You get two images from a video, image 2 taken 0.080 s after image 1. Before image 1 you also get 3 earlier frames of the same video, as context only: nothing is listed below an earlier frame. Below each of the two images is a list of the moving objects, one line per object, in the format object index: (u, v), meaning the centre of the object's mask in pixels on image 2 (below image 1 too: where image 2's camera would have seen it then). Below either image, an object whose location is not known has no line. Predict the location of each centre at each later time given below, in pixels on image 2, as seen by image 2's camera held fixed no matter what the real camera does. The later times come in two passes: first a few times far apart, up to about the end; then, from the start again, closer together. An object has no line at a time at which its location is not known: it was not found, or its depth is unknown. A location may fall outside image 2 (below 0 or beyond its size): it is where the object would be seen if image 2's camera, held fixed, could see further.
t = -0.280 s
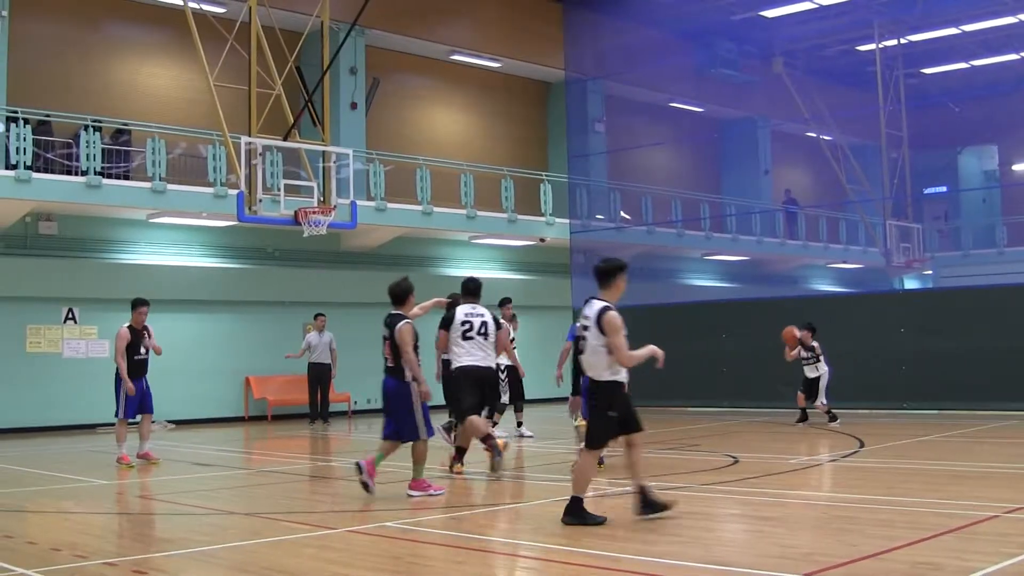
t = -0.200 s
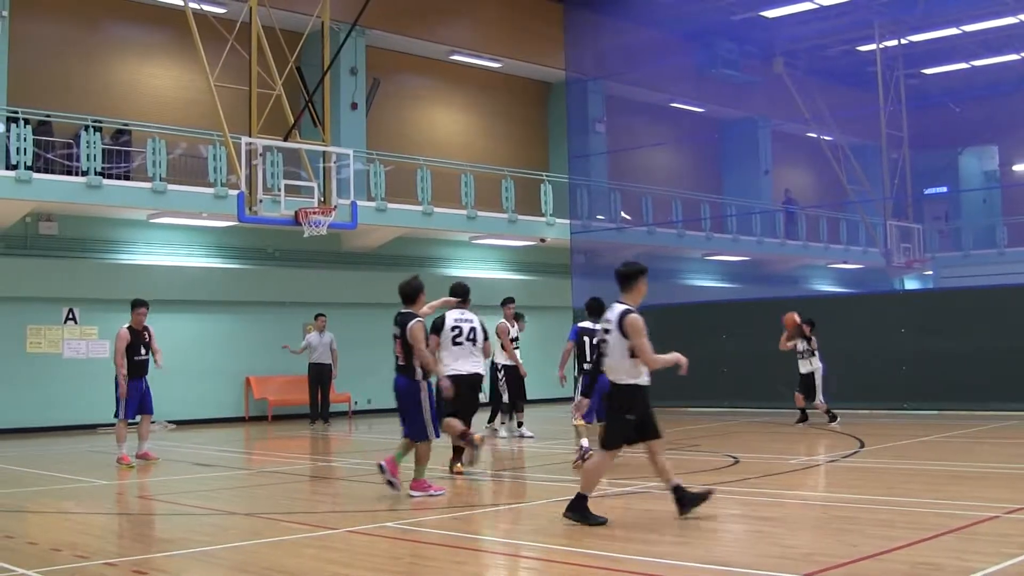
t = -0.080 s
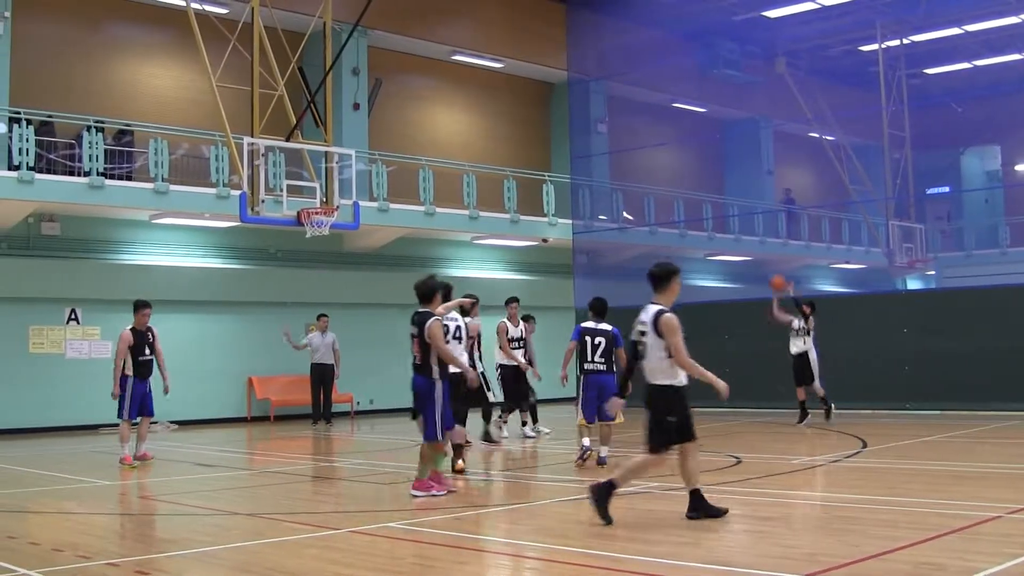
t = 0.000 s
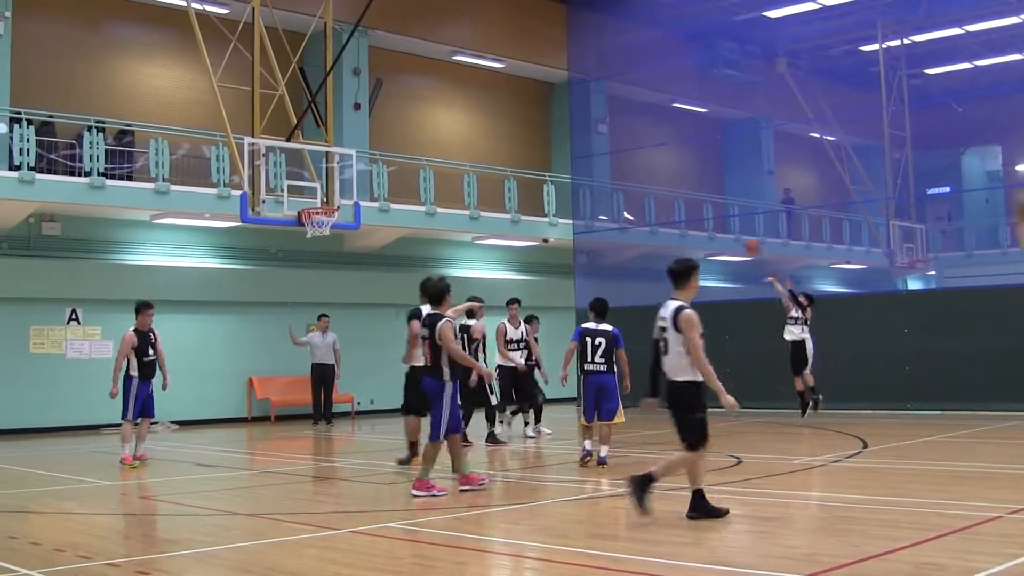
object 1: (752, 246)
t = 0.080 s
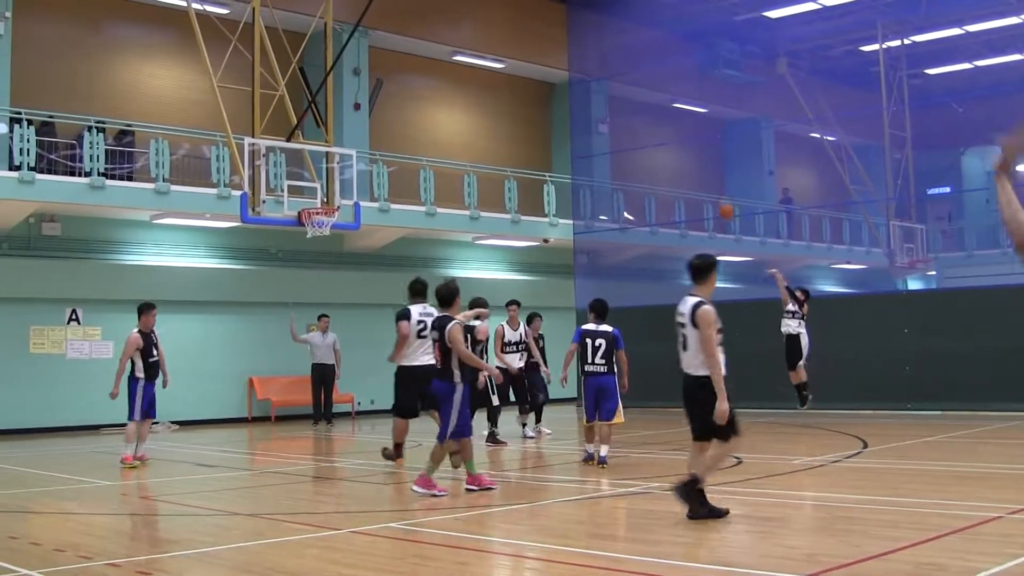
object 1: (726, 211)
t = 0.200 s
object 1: (687, 163)
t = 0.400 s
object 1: (617, 111)
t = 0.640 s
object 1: (536, 81)
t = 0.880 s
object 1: (452, 92)
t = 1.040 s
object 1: (398, 121)
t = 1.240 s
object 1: (326, 186)
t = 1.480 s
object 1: (331, 172)
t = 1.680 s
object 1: (332, 152)
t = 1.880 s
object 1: (333, 158)
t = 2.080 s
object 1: (334, 197)
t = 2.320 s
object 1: (337, 275)
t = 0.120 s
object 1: (712, 193)
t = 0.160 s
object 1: (699, 178)
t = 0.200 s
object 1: (687, 163)
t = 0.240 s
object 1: (671, 151)
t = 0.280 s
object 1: (658, 140)
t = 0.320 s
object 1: (644, 129)
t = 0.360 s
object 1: (629, 119)
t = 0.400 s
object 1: (617, 111)
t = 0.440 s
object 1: (601, 103)
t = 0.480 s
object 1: (589, 96)
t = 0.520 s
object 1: (576, 92)
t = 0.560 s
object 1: (561, 86)
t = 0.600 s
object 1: (548, 85)
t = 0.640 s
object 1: (536, 81)
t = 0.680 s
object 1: (522, 78)
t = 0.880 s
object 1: (452, 92)
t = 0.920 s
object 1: (438, 98)
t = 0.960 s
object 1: (424, 105)
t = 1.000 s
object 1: (411, 112)
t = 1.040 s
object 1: (398, 121)
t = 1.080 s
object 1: (384, 131)
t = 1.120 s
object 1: (368, 145)
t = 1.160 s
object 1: (353, 156)
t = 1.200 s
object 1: (341, 171)
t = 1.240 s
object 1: (326, 186)
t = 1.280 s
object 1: (312, 201)
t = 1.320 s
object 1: (317, 203)
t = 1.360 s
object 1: (330, 200)
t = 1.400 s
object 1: (329, 190)
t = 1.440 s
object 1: (331, 181)
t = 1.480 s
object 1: (331, 172)
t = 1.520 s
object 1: (331, 166)
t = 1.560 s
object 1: (331, 161)
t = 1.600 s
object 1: (332, 156)
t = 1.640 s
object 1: (332, 154)
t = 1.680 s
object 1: (332, 152)
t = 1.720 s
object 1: (332, 151)
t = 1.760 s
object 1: (332, 151)
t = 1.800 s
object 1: (333, 153)
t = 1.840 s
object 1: (333, 155)
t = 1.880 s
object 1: (333, 158)
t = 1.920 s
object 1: (333, 163)
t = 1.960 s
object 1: (334, 169)
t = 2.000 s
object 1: (335, 178)
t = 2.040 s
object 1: (335, 185)
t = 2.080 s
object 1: (334, 197)
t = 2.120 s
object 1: (338, 203)
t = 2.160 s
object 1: (339, 218)
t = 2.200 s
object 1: (337, 232)
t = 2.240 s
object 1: (337, 244)
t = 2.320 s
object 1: (337, 275)
